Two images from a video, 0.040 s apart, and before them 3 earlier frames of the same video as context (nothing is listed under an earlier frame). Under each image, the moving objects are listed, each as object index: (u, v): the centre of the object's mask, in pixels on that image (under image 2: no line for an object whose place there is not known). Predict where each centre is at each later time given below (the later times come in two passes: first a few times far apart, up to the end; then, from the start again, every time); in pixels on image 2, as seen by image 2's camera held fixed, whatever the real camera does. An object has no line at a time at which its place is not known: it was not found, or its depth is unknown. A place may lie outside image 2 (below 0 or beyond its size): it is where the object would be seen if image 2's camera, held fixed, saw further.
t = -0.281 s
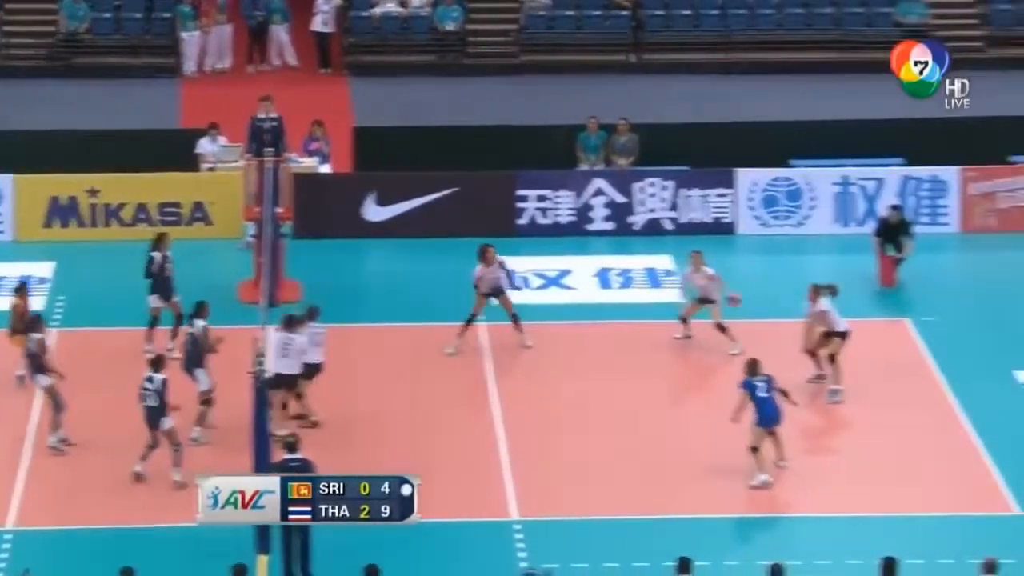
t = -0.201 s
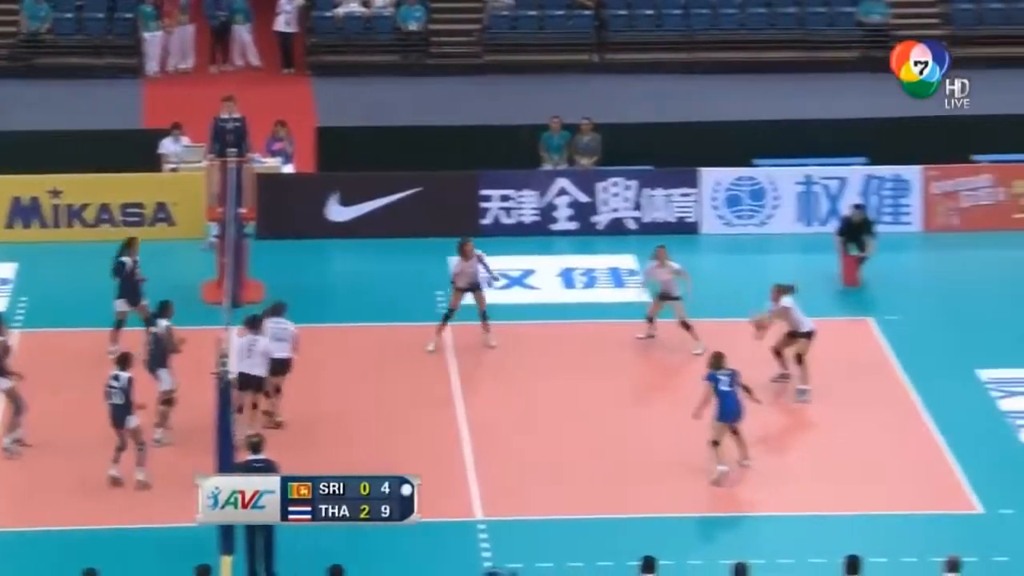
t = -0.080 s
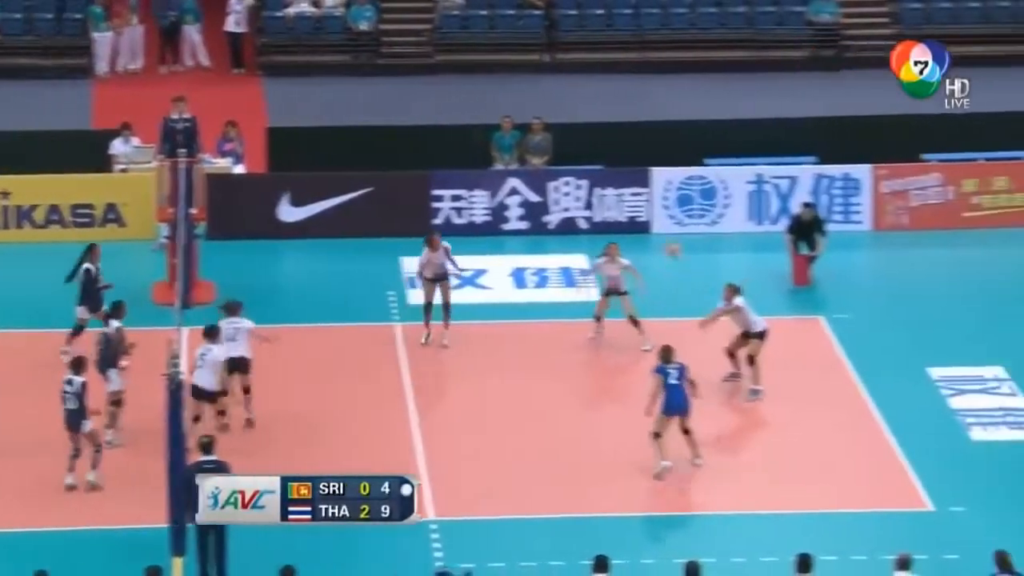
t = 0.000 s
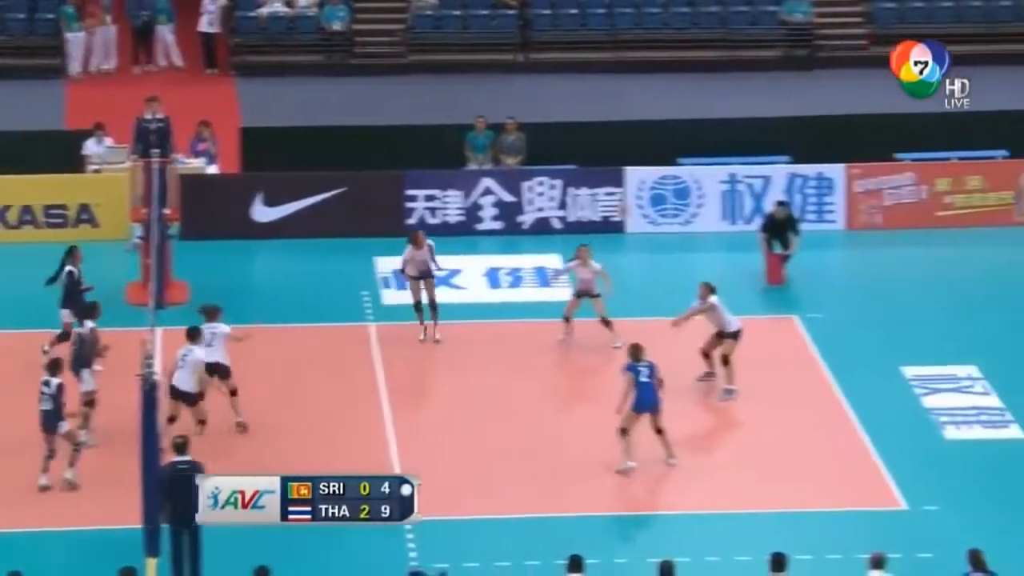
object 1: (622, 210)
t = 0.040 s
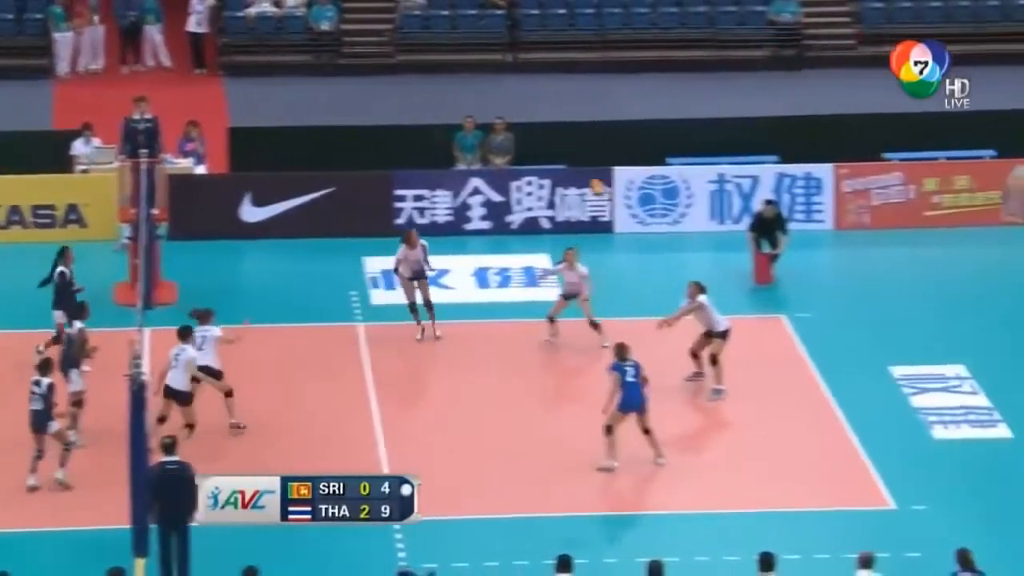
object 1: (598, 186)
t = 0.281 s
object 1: (529, 101)
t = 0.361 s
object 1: (509, 81)
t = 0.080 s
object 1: (587, 170)
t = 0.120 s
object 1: (576, 156)
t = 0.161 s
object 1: (563, 141)
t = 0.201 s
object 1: (552, 126)
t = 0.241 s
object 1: (542, 110)
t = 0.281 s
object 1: (529, 101)
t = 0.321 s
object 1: (519, 90)
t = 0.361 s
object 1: (509, 81)
